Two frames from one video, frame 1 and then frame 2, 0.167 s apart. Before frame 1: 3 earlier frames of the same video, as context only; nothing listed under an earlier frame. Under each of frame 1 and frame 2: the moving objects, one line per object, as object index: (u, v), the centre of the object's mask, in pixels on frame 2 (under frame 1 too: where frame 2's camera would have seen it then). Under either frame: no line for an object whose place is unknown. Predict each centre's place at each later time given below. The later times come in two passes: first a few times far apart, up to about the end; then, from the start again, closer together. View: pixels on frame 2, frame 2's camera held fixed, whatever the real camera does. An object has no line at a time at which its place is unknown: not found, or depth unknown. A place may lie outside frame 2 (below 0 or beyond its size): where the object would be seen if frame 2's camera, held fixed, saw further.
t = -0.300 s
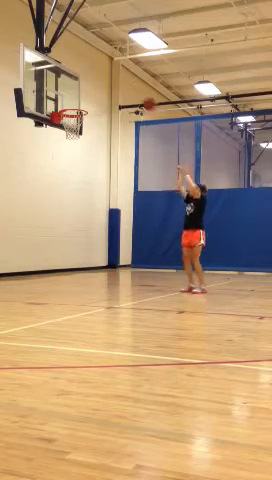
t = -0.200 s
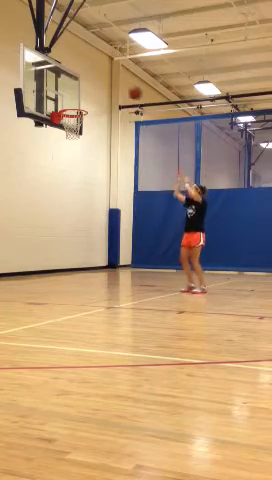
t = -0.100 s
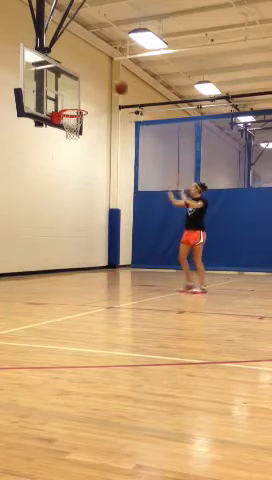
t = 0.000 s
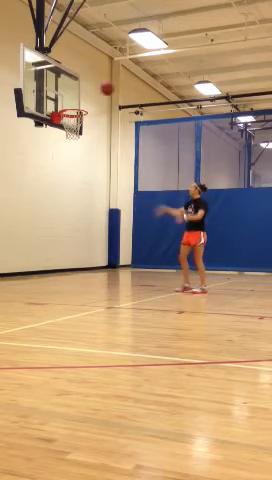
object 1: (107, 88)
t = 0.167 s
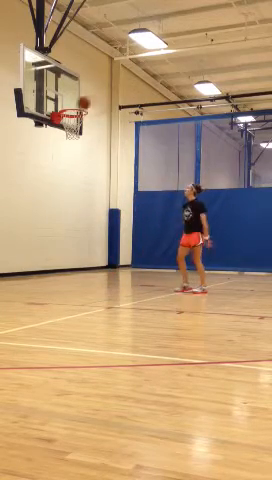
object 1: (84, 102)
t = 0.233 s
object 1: (73, 113)
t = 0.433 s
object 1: (59, 139)
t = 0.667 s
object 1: (49, 186)
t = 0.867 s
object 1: (39, 250)
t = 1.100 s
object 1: (39, 247)
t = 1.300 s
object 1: (46, 212)
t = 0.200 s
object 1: (78, 107)
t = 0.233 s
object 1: (73, 113)
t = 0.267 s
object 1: (69, 120)
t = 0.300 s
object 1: (66, 126)
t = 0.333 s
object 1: (63, 128)
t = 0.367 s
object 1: (61, 131)
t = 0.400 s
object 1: (60, 134)
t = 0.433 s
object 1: (59, 139)
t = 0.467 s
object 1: (57, 144)
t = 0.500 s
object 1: (56, 150)
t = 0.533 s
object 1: (54, 156)
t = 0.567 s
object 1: (53, 163)
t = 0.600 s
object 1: (51, 170)
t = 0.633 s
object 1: (50, 178)
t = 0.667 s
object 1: (49, 186)
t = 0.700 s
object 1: (47, 195)
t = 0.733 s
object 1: (46, 205)
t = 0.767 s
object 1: (44, 215)
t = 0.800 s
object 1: (42, 226)
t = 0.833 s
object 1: (41, 238)
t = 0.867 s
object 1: (39, 250)
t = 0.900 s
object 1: (38, 263)
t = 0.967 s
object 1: (35, 280)
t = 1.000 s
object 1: (36, 273)
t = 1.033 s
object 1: (37, 263)
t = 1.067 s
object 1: (38, 255)
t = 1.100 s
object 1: (39, 247)
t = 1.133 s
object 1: (40, 240)
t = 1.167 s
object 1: (41, 233)
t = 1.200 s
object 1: (43, 227)
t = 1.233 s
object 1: (44, 221)
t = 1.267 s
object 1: (45, 216)
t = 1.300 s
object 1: (46, 212)
